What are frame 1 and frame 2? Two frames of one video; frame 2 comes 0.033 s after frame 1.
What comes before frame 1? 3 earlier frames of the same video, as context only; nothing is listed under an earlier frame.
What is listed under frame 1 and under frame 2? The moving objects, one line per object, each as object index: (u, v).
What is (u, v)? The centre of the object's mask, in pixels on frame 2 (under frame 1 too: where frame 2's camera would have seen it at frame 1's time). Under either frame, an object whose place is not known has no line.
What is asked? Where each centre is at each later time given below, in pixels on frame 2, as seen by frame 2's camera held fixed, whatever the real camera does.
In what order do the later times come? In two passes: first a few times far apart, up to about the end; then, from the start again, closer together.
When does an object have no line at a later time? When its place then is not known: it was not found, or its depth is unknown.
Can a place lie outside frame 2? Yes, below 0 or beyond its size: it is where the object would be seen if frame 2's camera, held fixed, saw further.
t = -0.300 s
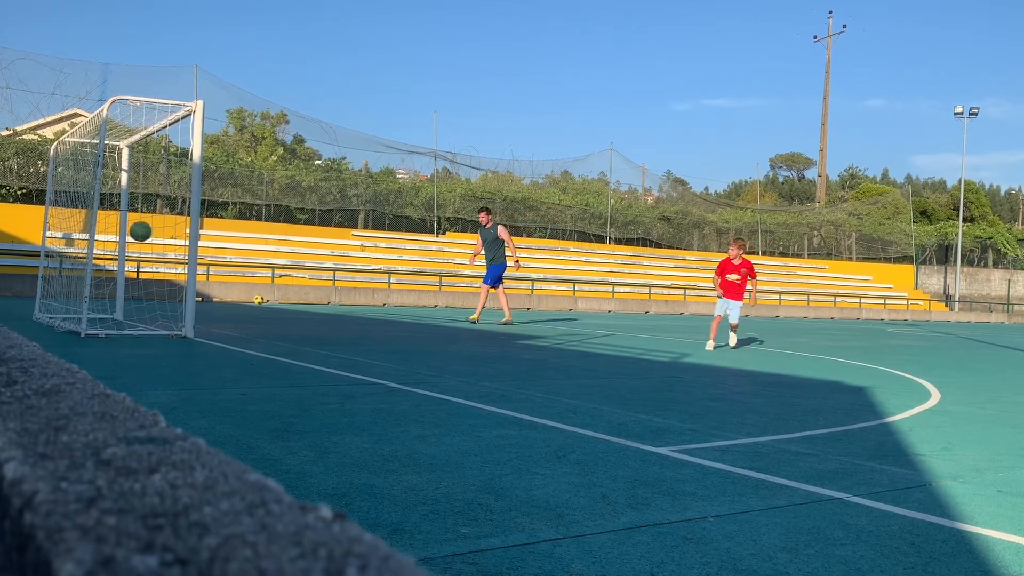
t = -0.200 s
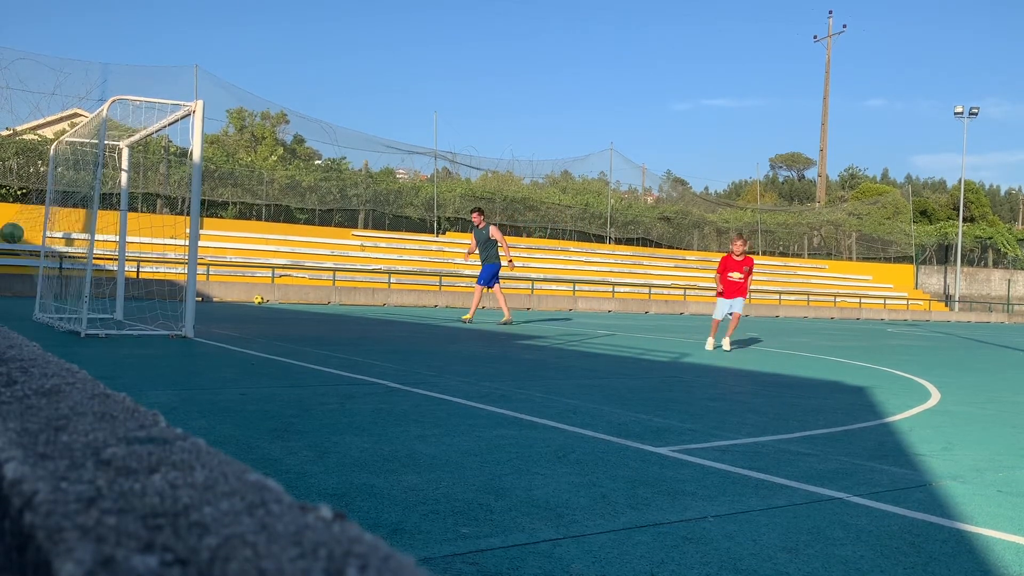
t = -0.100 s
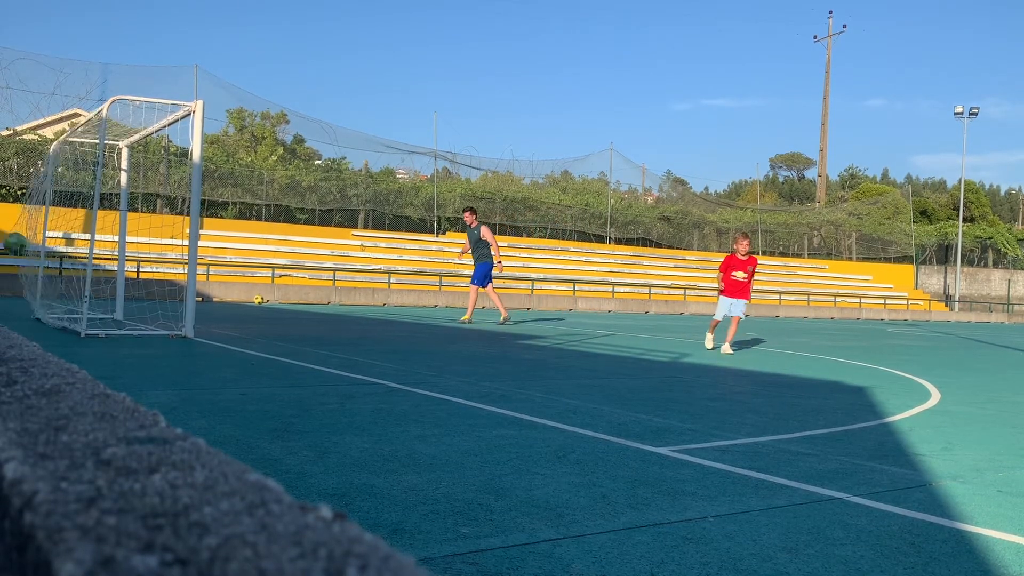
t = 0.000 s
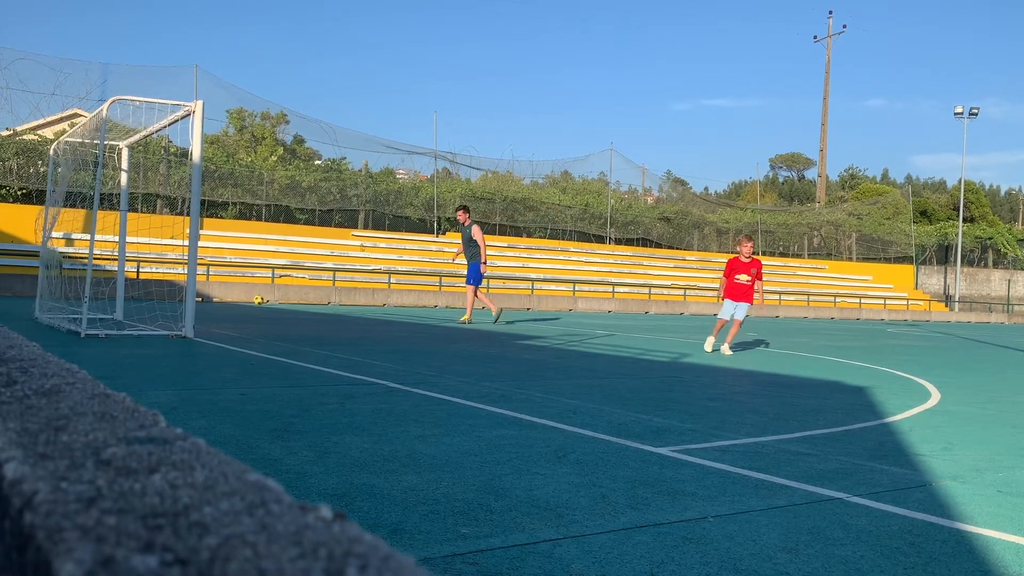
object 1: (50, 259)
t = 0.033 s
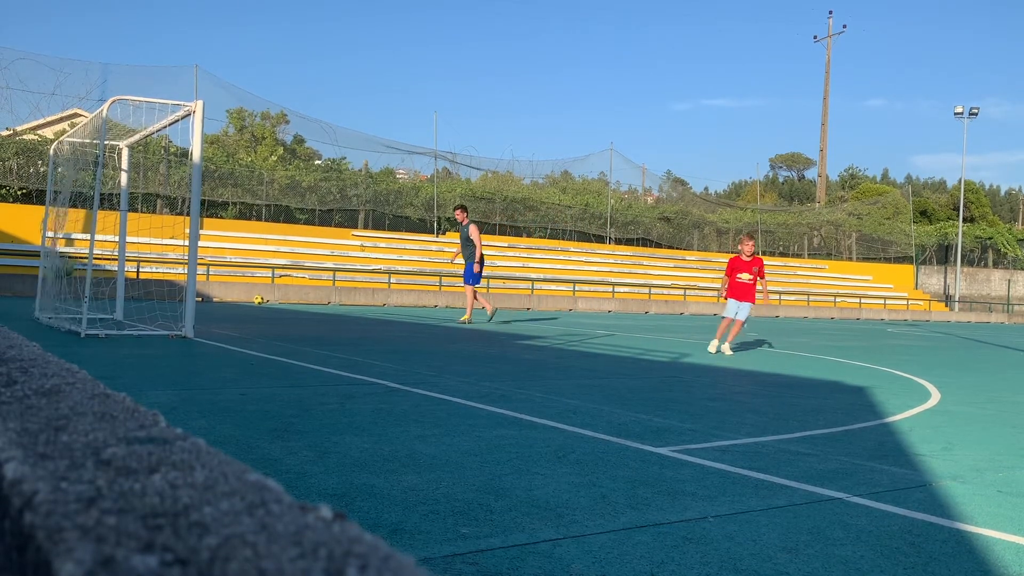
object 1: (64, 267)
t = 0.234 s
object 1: (126, 304)
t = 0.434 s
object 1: (177, 272)
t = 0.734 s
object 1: (245, 290)
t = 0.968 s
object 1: (292, 298)
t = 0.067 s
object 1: (74, 276)
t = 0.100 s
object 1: (78, 283)
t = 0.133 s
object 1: (96, 295)
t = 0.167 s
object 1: (106, 307)
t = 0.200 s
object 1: (116, 313)
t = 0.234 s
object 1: (126, 304)
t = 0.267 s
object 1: (135, 296)
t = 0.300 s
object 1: (144, 290)
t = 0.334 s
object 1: (152, 283)
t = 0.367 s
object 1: (160, 278)
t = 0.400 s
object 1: (169, 275)
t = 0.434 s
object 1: (177, 272)
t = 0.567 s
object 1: (209, 271)
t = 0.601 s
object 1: (216, 273)
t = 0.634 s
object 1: (223, 276)
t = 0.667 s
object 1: (230, 280)
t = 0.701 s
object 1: (238, 285)
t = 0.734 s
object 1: (245, 290)
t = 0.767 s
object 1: (252, 297)
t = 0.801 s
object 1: (258, 304)
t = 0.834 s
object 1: (264, 312)
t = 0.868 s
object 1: (271, 314)
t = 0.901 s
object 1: (279, 307)
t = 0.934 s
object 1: (285, 302)
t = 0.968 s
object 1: (292, 298)
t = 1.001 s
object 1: (298, 294)
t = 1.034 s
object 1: (305, 291)
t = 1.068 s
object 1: (311, 289)
